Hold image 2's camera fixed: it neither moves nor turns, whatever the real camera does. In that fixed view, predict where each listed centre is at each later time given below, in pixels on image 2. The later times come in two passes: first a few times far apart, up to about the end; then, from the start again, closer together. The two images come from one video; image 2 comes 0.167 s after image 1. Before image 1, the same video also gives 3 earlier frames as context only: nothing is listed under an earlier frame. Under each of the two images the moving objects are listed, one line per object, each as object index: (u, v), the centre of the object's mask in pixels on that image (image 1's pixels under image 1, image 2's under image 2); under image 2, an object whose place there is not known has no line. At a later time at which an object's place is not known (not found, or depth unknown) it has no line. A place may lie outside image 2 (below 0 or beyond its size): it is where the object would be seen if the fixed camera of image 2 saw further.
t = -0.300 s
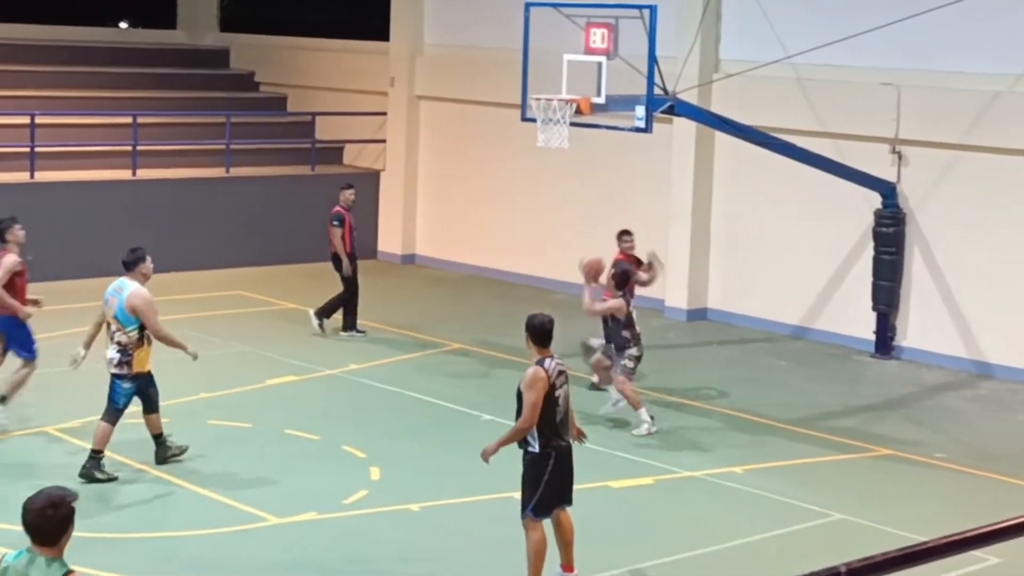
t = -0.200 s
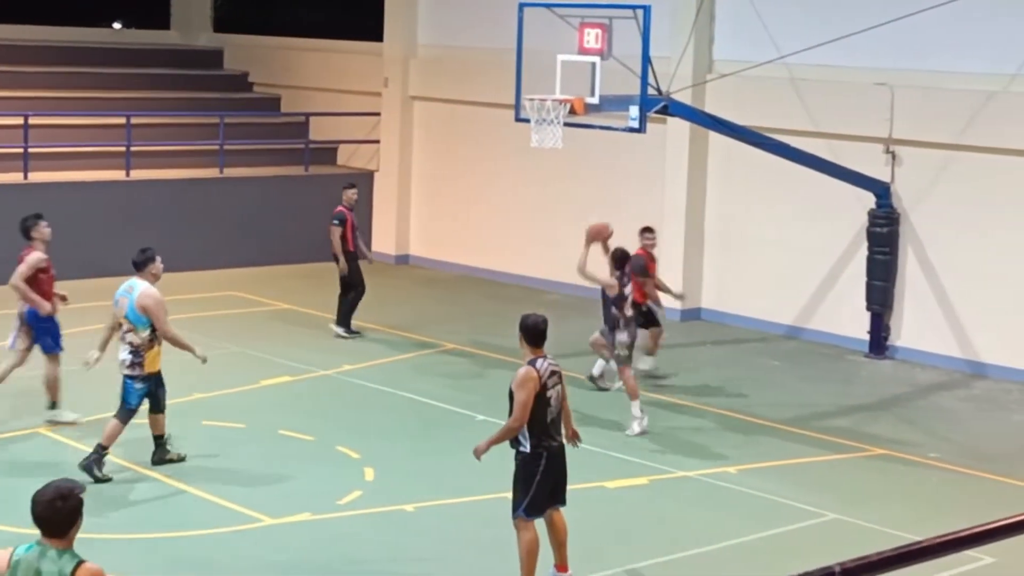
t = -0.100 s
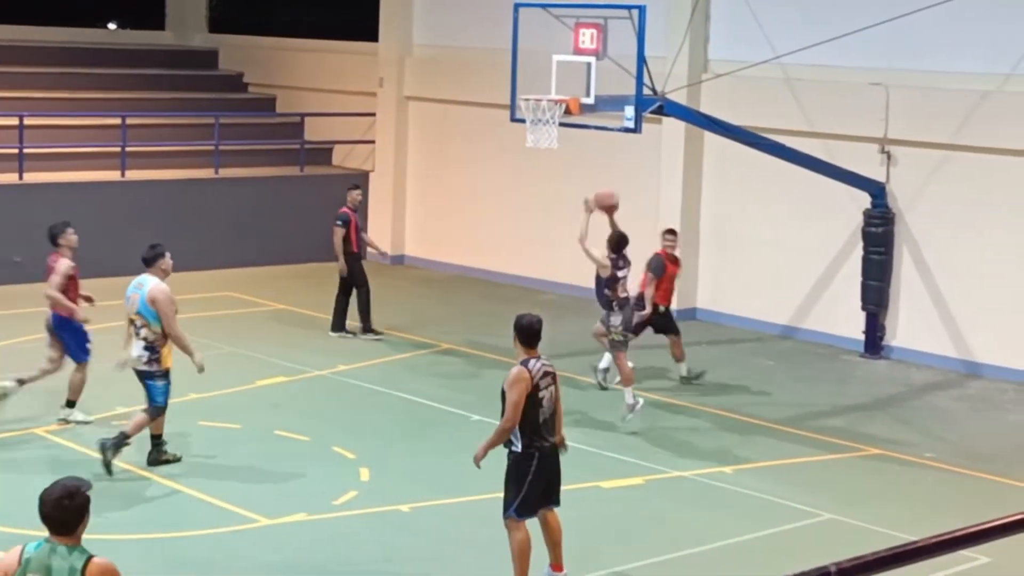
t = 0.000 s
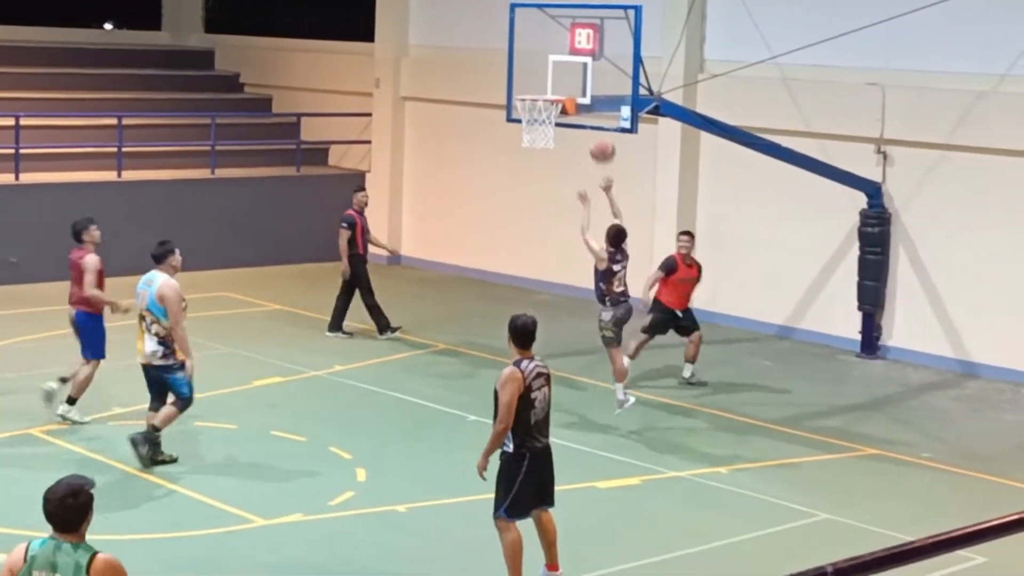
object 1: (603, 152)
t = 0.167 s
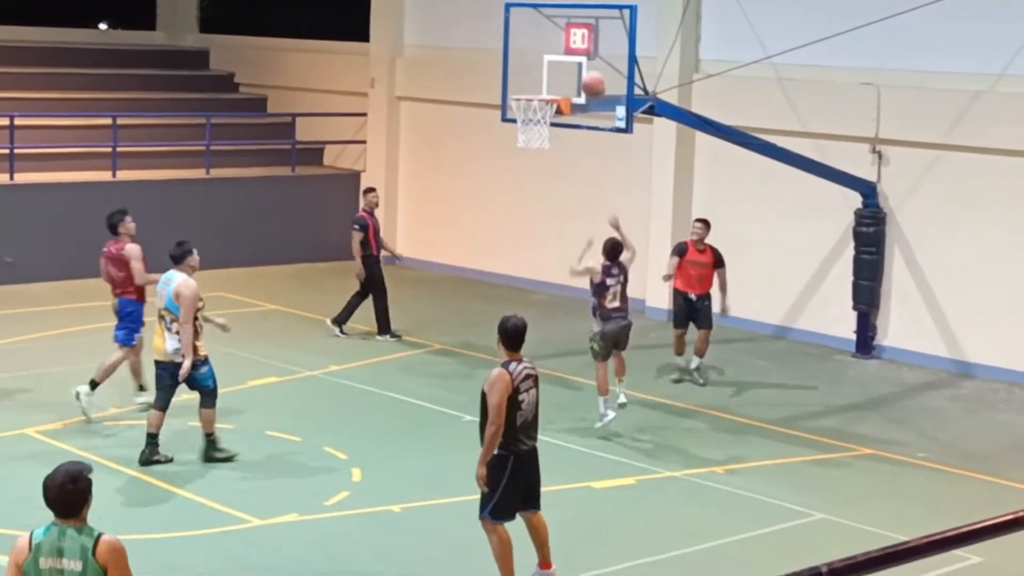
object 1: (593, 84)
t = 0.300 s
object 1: (590, 60)
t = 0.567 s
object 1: (554, 58)
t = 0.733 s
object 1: (528, 90)
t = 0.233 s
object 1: (592, 76)
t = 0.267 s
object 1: (592, 68)
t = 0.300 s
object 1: (590, 60)
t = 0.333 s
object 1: (589, 55)
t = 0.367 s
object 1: (585, 52)
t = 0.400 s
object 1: (579, 50)
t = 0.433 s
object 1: (575, 50)
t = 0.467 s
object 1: (569, 50)
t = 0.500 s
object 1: (564, 52)
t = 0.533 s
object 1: (559, 54)
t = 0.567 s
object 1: (554, 58)
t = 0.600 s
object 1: (550, 63)
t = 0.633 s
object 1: (544, 70)
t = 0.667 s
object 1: (538, 77)
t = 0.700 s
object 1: (533, 84)
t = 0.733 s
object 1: (528, 90)
